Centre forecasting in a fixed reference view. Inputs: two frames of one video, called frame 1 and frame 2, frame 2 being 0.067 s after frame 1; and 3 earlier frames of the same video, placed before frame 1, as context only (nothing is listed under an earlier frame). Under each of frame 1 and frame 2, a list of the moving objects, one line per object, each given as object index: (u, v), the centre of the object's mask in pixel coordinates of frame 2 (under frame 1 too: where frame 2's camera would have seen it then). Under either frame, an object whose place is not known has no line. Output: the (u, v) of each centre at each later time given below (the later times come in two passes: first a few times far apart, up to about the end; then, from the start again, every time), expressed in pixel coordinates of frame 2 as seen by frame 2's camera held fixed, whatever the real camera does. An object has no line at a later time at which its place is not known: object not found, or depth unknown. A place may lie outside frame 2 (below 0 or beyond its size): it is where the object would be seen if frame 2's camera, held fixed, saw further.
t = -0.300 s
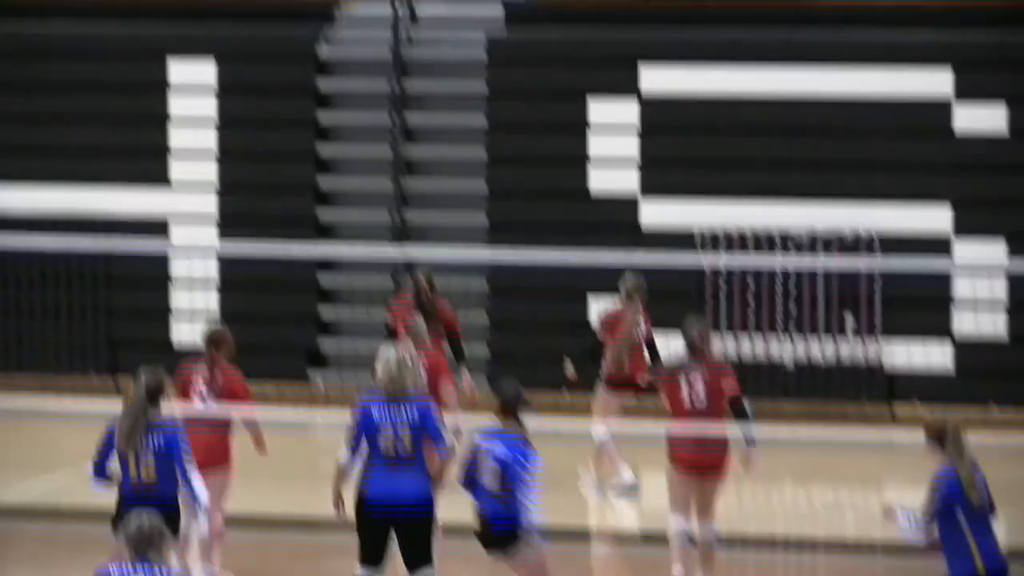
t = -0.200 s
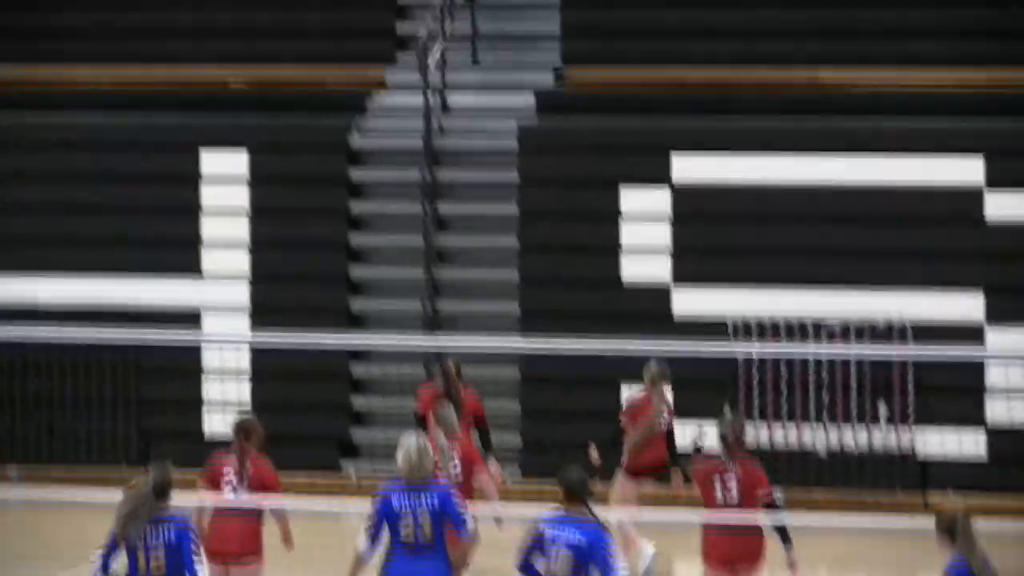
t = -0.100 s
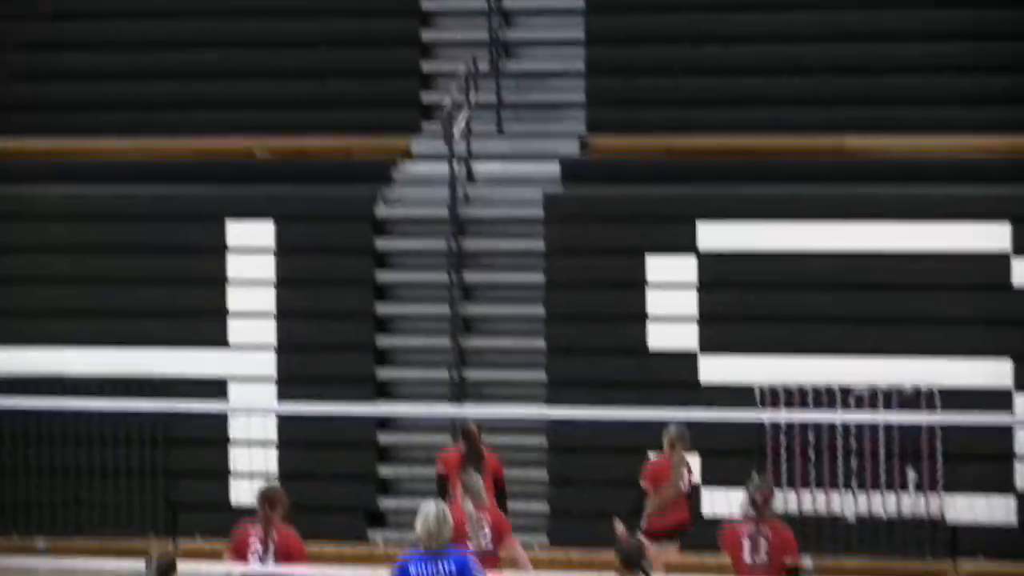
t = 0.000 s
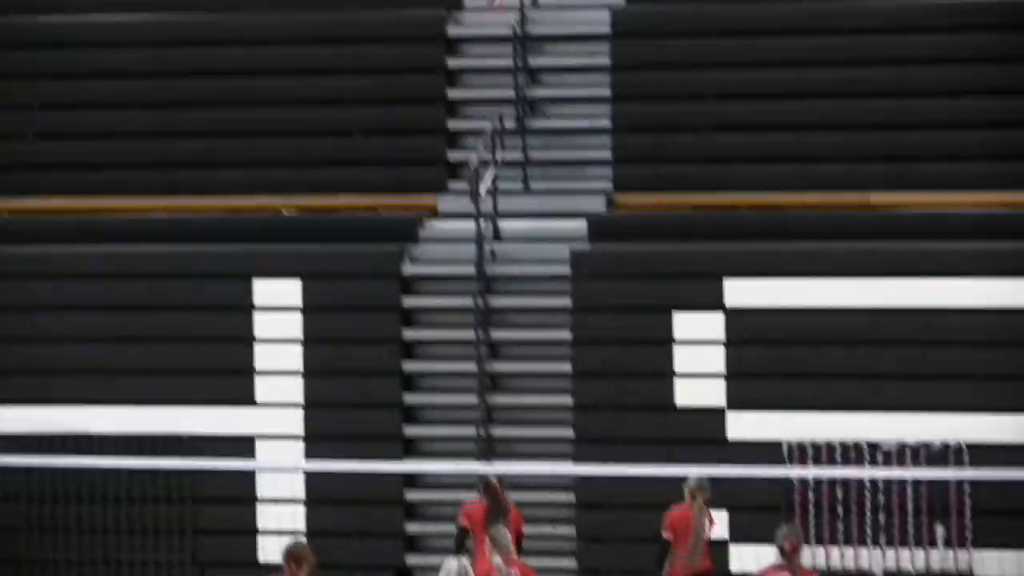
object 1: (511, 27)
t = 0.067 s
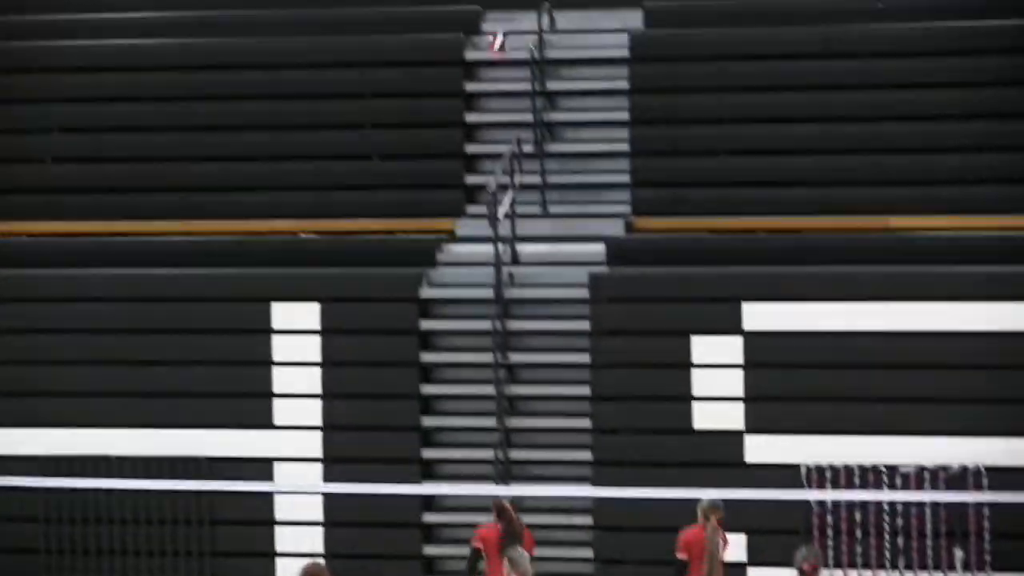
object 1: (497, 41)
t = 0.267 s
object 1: (463, 151)
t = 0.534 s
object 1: (398, 214)
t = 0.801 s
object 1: (347, 203)
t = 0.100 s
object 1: (492, 58)
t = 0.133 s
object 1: (487, 74)
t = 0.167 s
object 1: (482, 95)
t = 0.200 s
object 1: (475, 113)
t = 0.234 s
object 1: (470, 132)
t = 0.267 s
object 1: (463, 151)
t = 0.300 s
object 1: (458, 176)
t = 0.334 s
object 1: (453, 195)
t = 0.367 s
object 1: (442, 201)
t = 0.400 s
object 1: (433, 206)
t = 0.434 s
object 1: (422, 215)
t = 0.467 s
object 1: (412, 222)
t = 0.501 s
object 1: (403, 220)
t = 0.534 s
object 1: (398, 214)
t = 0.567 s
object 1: (392, 208)
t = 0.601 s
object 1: (385, 205)
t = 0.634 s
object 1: (379, 202)
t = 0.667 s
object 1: (373, 200)
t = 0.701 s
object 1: (366, 199)
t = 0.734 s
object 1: (360, 200)
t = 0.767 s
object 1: (353, 201)
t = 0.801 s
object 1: (347, 203)
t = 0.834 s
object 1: (340, 207)
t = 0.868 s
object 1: (333, 211)
